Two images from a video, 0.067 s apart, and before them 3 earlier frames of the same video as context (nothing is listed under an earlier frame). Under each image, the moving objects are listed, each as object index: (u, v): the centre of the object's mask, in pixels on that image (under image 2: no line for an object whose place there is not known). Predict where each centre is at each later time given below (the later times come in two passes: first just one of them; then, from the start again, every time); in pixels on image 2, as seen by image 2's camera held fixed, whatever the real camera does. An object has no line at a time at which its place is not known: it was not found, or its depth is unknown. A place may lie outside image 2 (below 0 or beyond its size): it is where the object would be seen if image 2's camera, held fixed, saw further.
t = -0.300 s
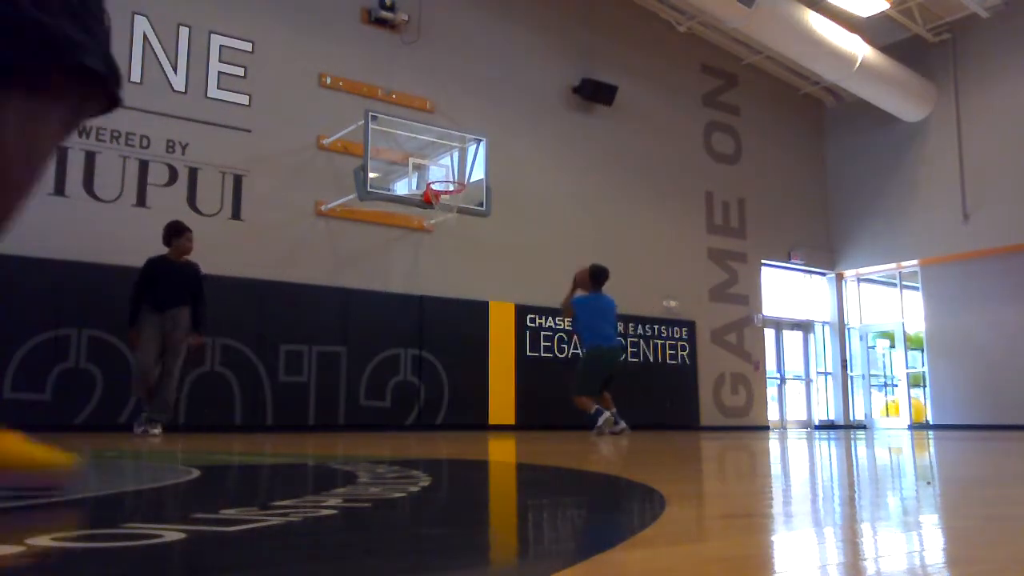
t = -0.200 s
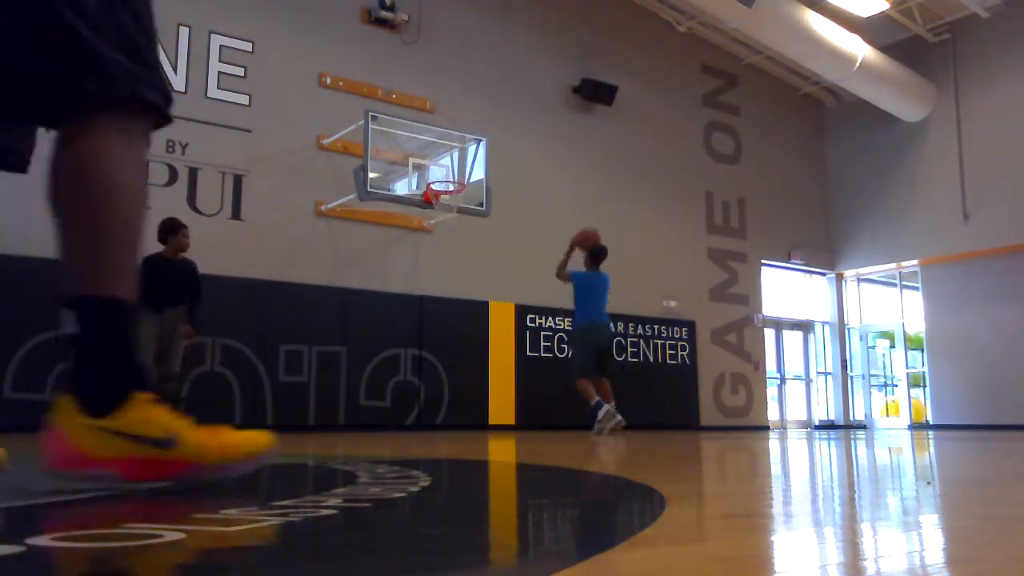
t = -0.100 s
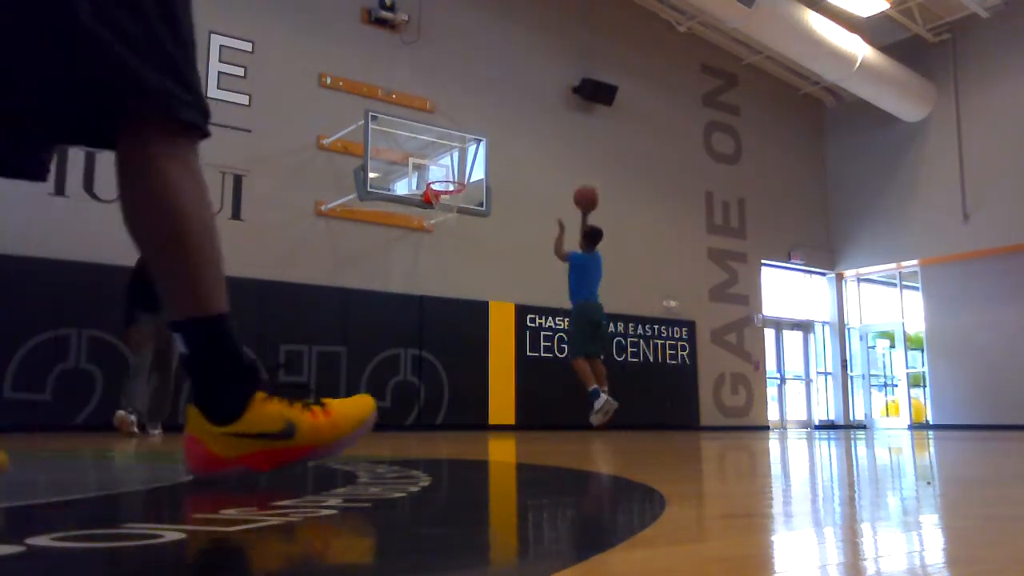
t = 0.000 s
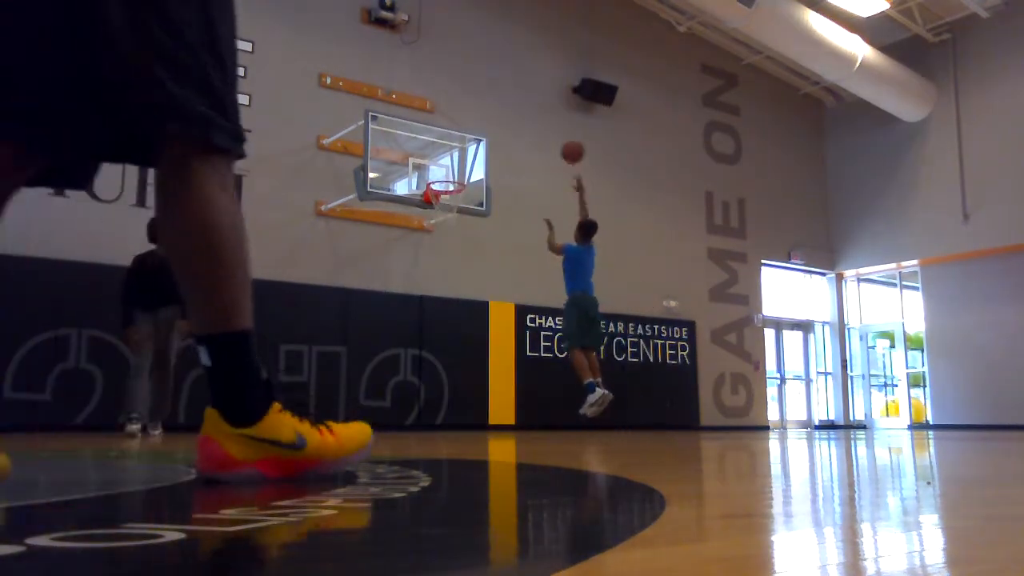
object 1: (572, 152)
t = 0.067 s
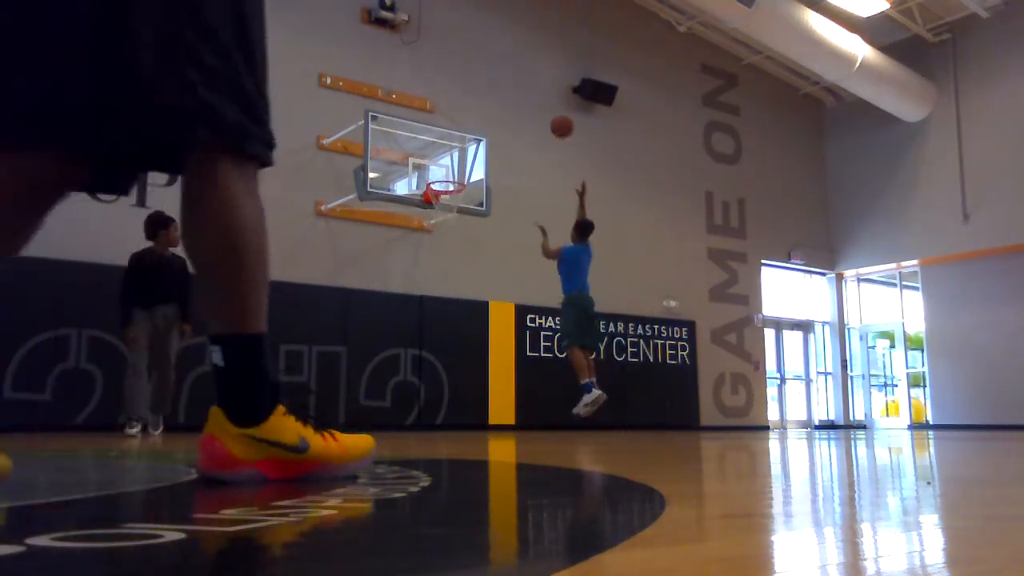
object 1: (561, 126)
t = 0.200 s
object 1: (541, 90)
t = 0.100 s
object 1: (556, 115)
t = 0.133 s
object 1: (550, 106)
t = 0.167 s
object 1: (546, 98)
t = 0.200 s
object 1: (541, 90)
